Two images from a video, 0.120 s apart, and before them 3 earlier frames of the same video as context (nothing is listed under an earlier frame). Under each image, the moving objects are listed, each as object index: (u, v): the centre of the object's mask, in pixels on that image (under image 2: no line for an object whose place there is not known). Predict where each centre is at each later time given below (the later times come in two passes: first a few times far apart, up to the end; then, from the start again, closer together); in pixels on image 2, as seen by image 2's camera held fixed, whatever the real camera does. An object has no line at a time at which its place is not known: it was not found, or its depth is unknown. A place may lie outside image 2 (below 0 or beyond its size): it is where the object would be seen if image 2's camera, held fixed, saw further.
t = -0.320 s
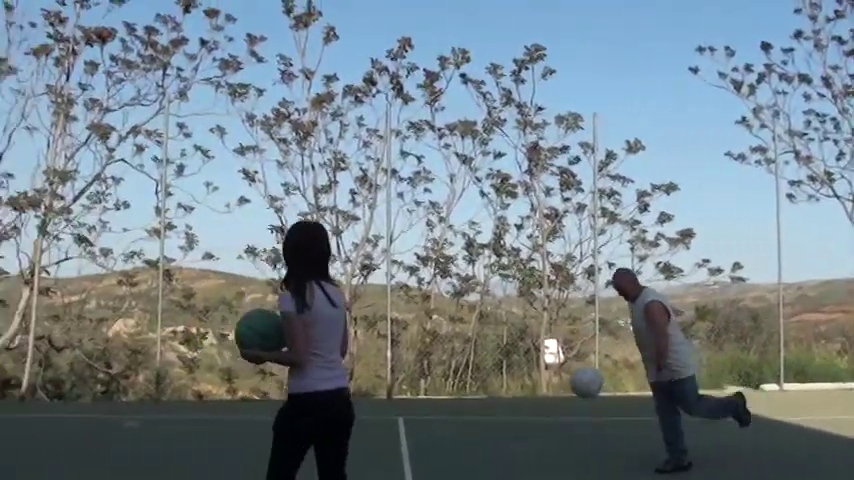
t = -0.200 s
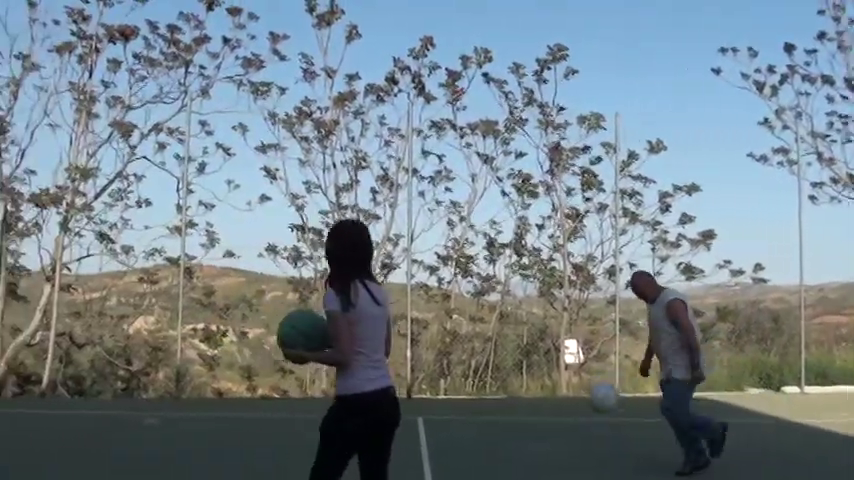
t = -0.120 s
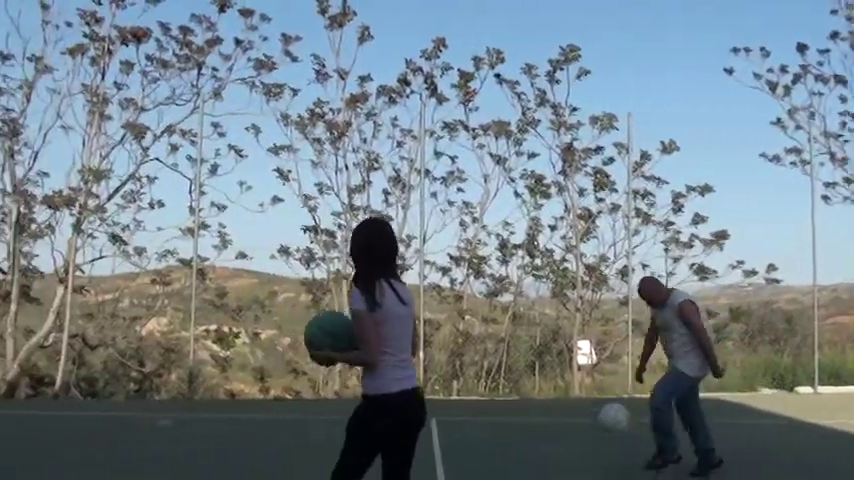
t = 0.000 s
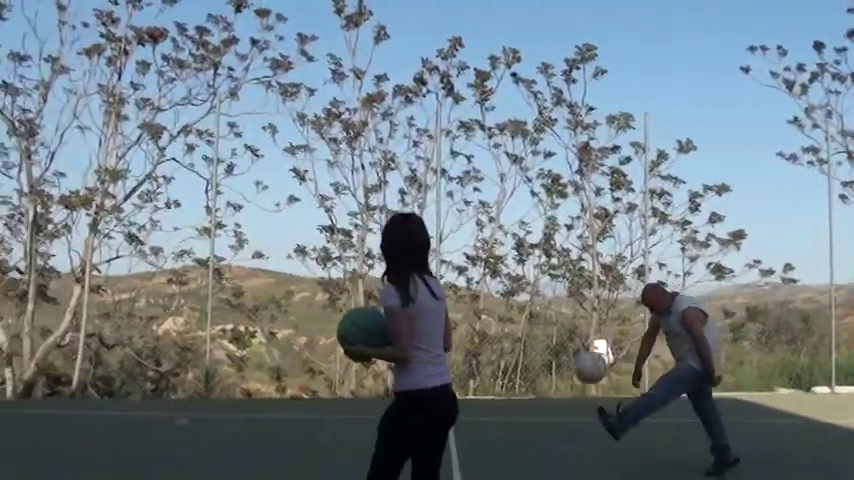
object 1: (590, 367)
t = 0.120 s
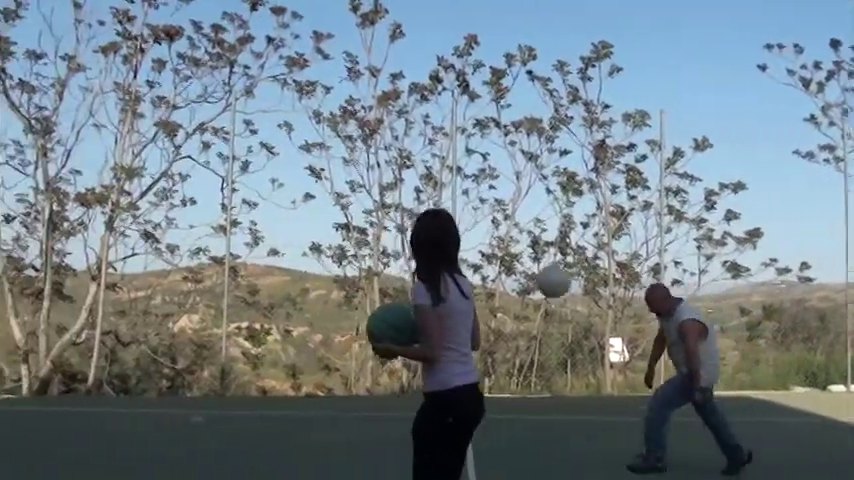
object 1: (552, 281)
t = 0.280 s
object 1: (482, 193)
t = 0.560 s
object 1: (348, 115)
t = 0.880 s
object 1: (174, 167)
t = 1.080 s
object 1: (59, 287)
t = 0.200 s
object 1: (517, 234)
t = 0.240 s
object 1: (499, 212)
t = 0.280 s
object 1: (482, 193)
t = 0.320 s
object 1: (465, 176)
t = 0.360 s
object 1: (445, 161)
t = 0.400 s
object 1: (424, 148)
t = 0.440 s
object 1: (405, 135)
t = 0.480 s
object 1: (386, 126)
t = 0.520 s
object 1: (366, 120)
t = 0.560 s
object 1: (348, 115)
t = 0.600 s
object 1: (326, 115)
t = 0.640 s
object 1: (304, 114)
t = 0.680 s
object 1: (283, 117)
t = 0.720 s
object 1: (262, 121)
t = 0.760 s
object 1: (240, 128)
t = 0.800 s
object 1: (218, 139)
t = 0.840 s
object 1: (196, 152)
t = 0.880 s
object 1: (174, 167)
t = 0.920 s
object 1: (152, 183)
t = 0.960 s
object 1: (130, 205)
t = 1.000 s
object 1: (108, 229)
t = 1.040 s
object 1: (84, 257)
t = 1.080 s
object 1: (59, 287)
